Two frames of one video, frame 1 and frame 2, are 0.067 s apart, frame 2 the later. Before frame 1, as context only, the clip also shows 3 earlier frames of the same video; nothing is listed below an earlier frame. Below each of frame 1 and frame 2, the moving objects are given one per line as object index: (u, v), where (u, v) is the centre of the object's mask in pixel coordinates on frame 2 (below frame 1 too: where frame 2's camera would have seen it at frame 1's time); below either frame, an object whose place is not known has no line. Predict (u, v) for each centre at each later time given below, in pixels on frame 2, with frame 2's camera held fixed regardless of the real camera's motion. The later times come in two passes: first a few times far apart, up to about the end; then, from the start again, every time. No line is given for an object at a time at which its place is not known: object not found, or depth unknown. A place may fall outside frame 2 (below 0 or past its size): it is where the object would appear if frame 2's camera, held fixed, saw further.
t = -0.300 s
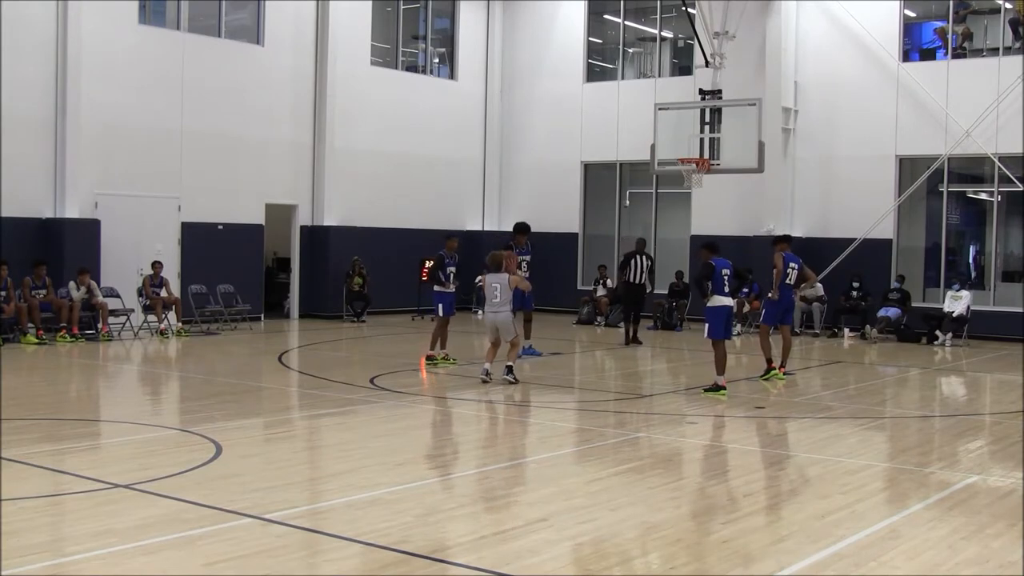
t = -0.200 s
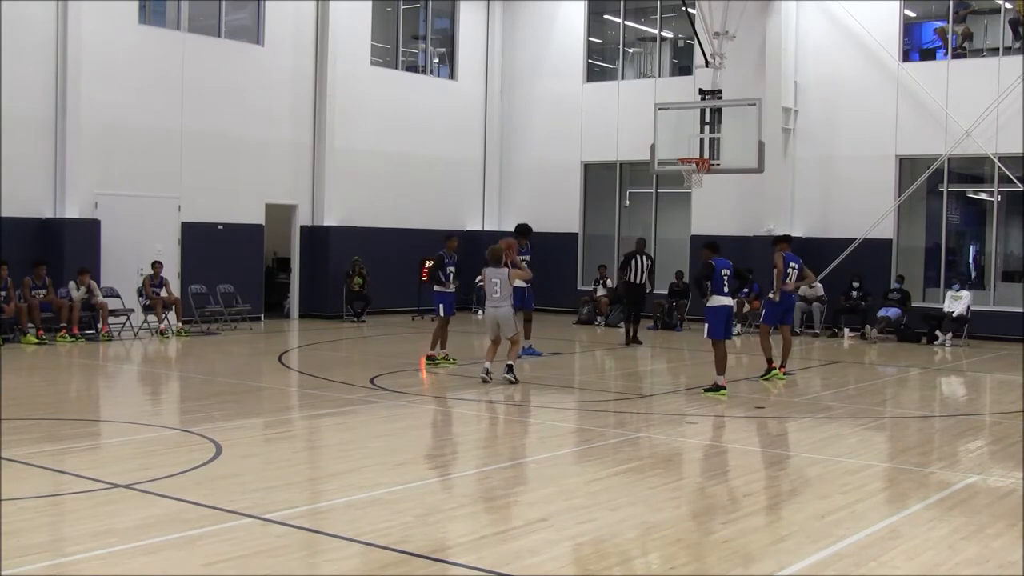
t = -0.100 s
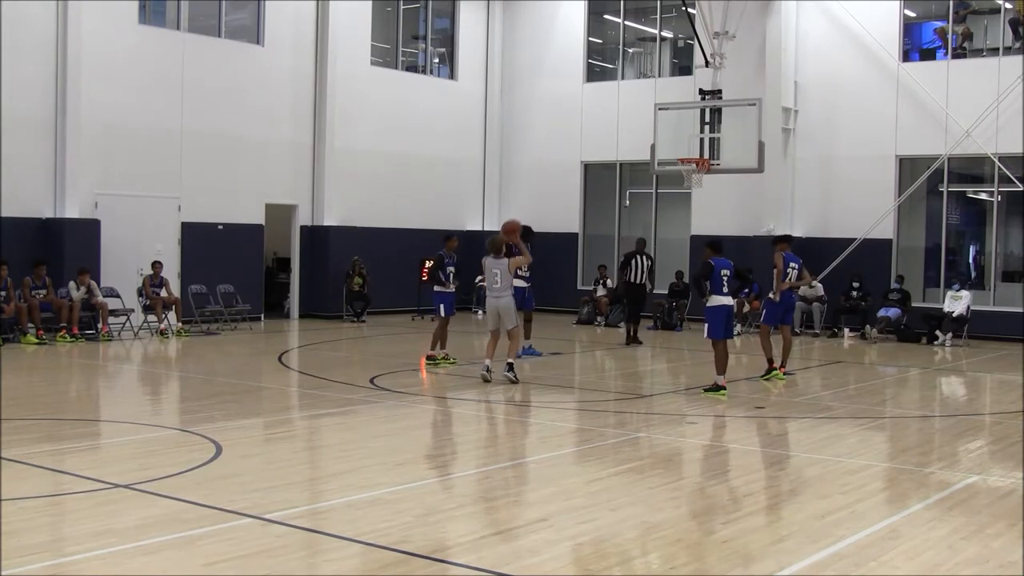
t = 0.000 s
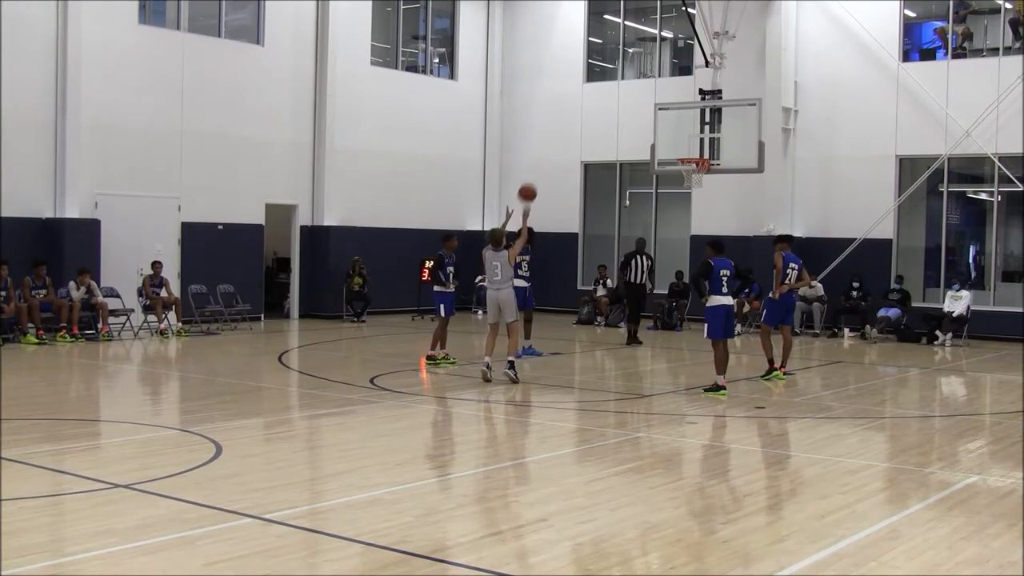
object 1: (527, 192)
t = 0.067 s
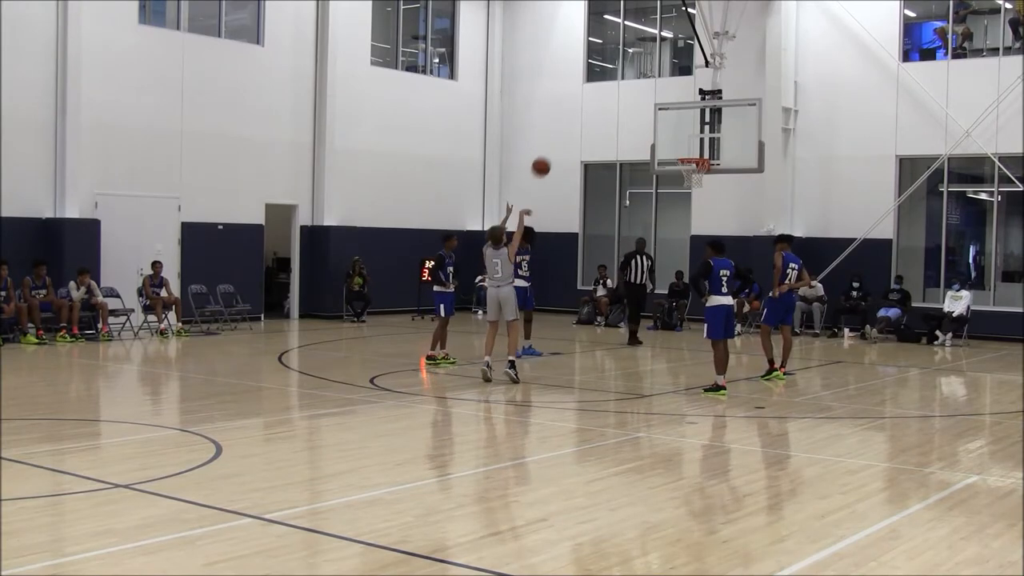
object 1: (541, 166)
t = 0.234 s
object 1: (573, 117)
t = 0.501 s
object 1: (620, 88)
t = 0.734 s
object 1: (656, 102)
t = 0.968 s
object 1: (688, 150)
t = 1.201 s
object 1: (696, 145)
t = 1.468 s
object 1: (684, 142)
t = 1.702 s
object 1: (671, 153)
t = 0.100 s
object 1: (547, 155)
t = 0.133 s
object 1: (554, 144)
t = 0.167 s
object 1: (560, 135)
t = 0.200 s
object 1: (567, 126)
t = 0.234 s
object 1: (573, 117)
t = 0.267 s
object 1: (579, 111)
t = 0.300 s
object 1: (585, 105)
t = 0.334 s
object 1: (591, 100)
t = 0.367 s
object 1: (597, 96)
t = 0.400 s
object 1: (603, 93)
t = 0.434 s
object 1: (609, 90)
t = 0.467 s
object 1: (614, 88)
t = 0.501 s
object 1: (620, 88)
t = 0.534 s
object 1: (625, 87)
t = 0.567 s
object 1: (630, 88)
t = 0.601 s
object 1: (636, 89)
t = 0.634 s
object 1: (641, 91)
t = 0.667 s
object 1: (646, 94)
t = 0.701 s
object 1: (651, 98)
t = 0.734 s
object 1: (656, 102)
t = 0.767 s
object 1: (661, 107)
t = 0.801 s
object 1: (666, 112)
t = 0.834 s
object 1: (671, 119)
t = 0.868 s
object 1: (675, 126)
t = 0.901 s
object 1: (680, 133)
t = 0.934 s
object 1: (684, 141)
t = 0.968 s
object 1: (688, 150)
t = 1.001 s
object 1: (691, 151)
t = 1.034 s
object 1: (693, 151)
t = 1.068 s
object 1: (696, 151)
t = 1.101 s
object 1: (699, 152)
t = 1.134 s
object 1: (699, 152)
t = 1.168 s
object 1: (698, 148)
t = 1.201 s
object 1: (696, 145)
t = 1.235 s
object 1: (695, 142)
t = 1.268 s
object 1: (693, 140)
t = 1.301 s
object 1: (692, 138)
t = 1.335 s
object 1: (690, 138)
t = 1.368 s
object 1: (689, 137)
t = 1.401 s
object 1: (687, 138)
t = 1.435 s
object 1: (686, 140)
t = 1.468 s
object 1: (684, 142)
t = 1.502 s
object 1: (682, 144)
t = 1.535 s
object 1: (681, 148)
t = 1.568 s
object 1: (679, 152)
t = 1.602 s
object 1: (677, 153)
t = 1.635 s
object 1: (675, 152)
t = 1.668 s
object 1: (673, 152)
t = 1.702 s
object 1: (671, 153)
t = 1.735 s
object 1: (669, 155)
